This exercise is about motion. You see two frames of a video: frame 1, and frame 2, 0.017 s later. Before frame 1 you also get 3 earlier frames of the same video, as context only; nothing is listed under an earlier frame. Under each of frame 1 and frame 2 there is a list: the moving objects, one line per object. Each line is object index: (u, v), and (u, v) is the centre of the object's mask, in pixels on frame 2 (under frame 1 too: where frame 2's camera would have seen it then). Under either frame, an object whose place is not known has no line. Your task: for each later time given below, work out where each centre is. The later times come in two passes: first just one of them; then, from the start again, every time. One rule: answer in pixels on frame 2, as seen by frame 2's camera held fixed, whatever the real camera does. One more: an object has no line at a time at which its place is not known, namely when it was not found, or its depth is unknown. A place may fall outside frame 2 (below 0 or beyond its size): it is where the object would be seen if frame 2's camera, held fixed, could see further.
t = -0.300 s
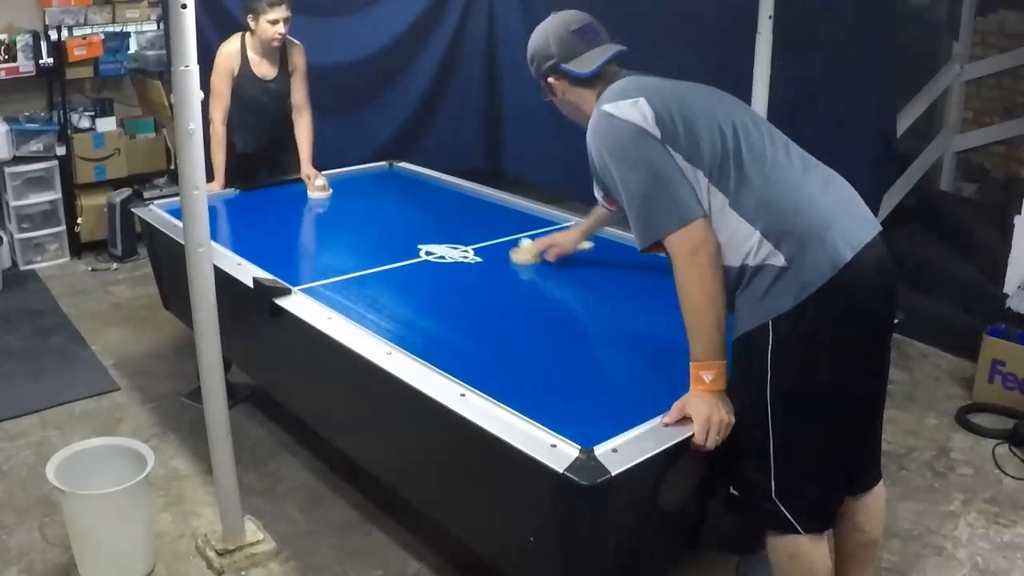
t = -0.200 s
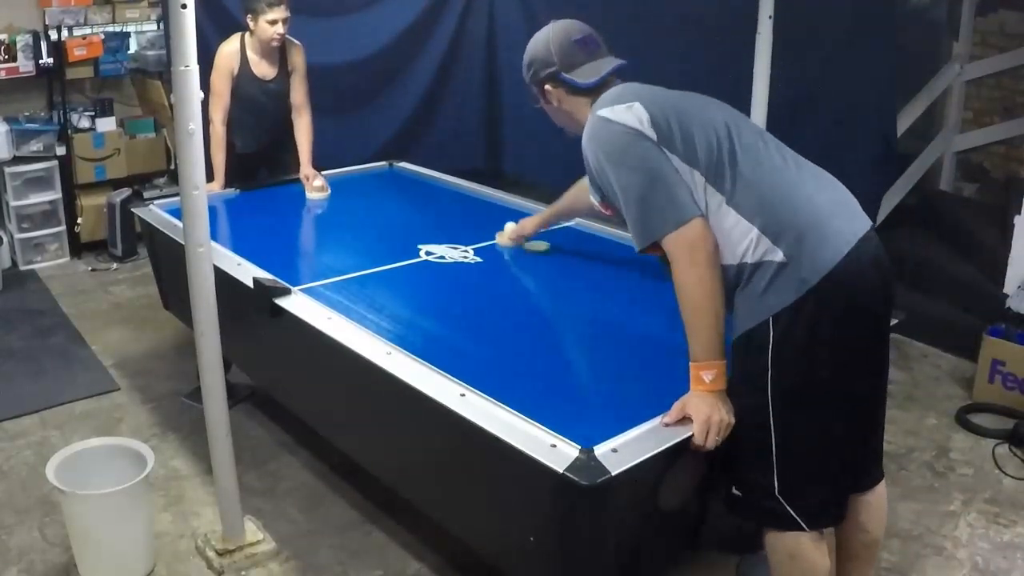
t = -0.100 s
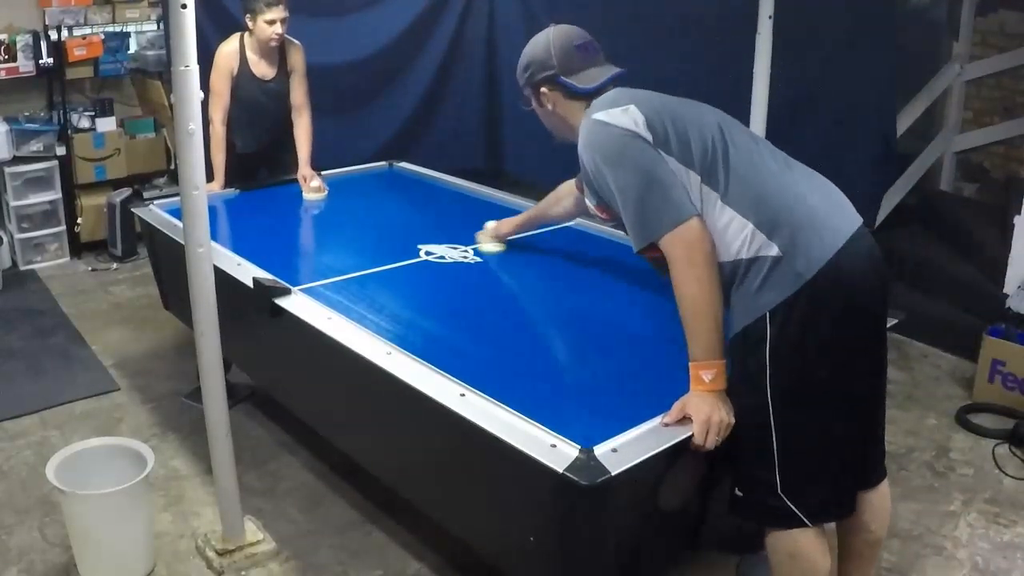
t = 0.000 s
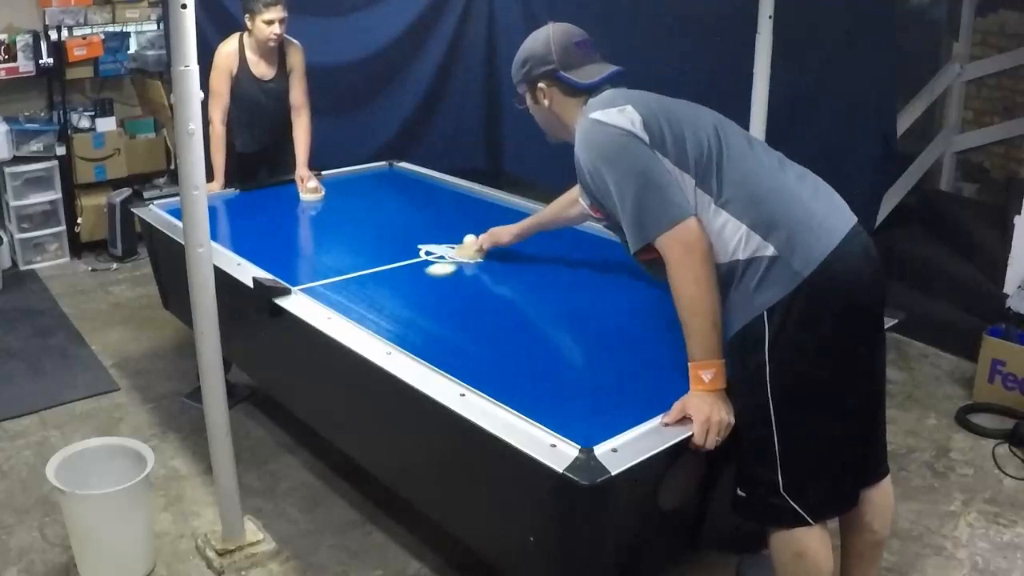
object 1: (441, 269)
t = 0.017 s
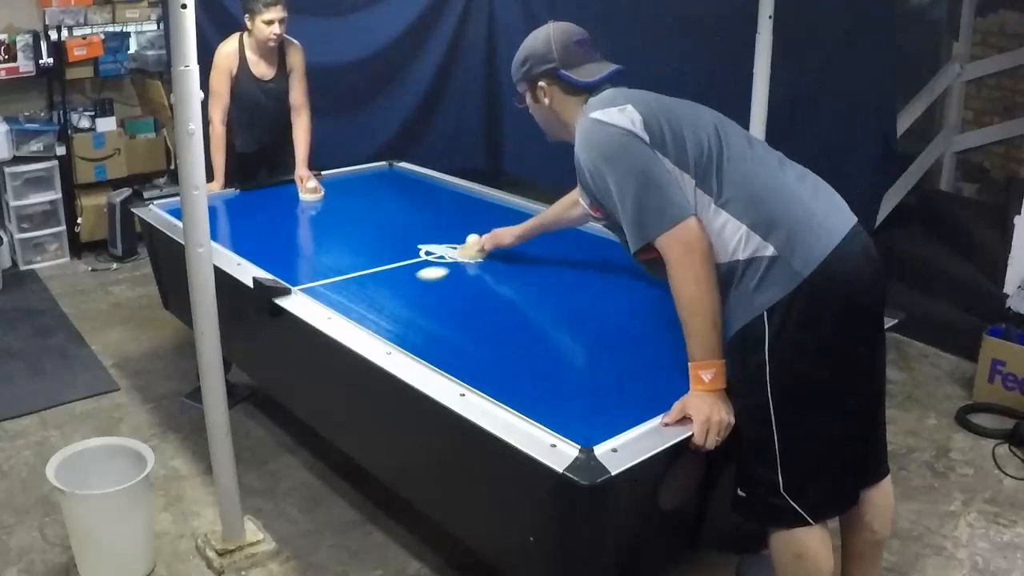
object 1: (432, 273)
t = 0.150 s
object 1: (355, 309)
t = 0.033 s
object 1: (423, 277)
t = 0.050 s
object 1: (414, 282)
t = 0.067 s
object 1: (405, 286)
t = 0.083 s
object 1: (396, 290)
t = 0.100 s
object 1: (386, 295)
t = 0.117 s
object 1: (376, 300)
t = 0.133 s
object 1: (365, 305)
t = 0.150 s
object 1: (355, 309)
